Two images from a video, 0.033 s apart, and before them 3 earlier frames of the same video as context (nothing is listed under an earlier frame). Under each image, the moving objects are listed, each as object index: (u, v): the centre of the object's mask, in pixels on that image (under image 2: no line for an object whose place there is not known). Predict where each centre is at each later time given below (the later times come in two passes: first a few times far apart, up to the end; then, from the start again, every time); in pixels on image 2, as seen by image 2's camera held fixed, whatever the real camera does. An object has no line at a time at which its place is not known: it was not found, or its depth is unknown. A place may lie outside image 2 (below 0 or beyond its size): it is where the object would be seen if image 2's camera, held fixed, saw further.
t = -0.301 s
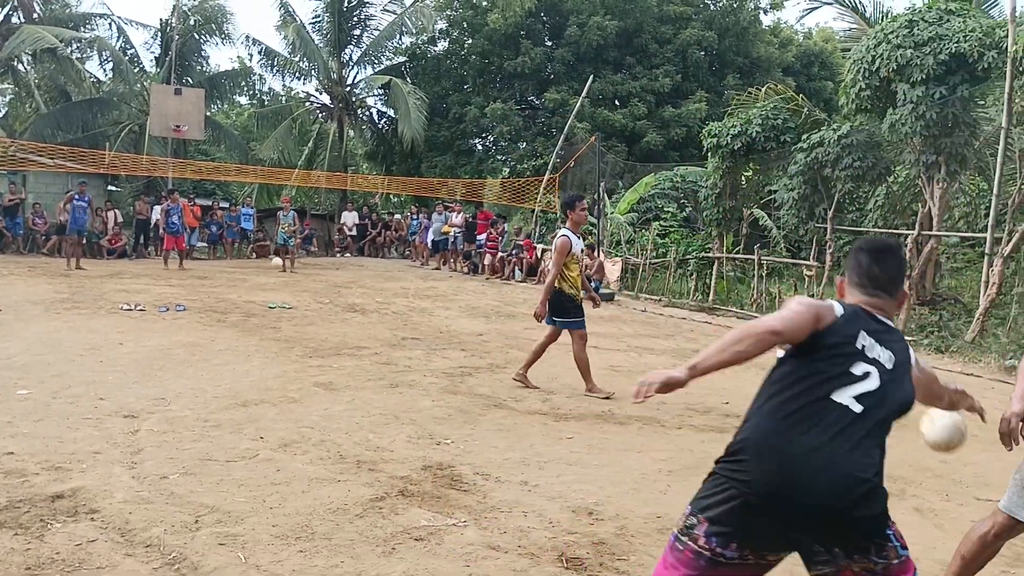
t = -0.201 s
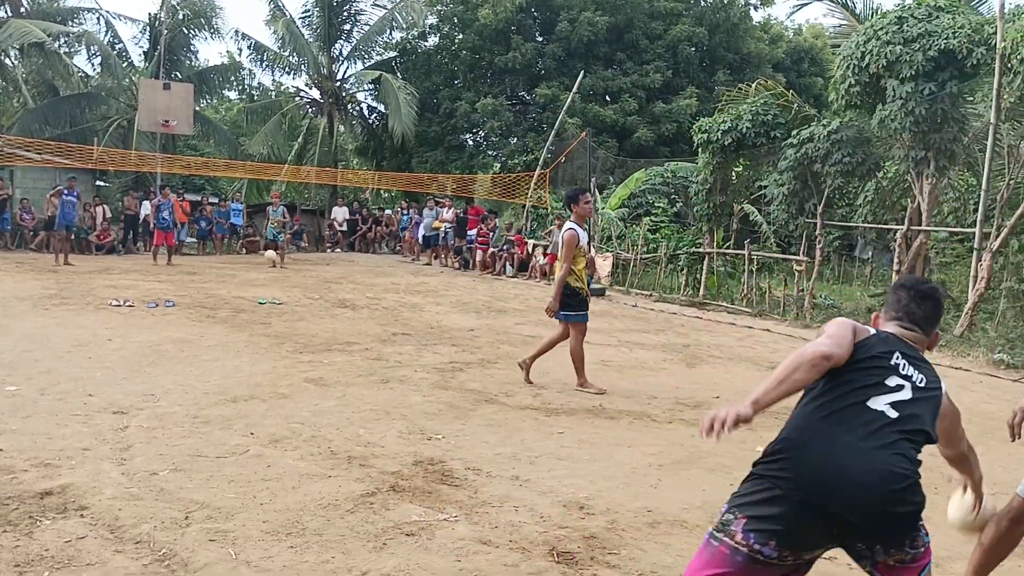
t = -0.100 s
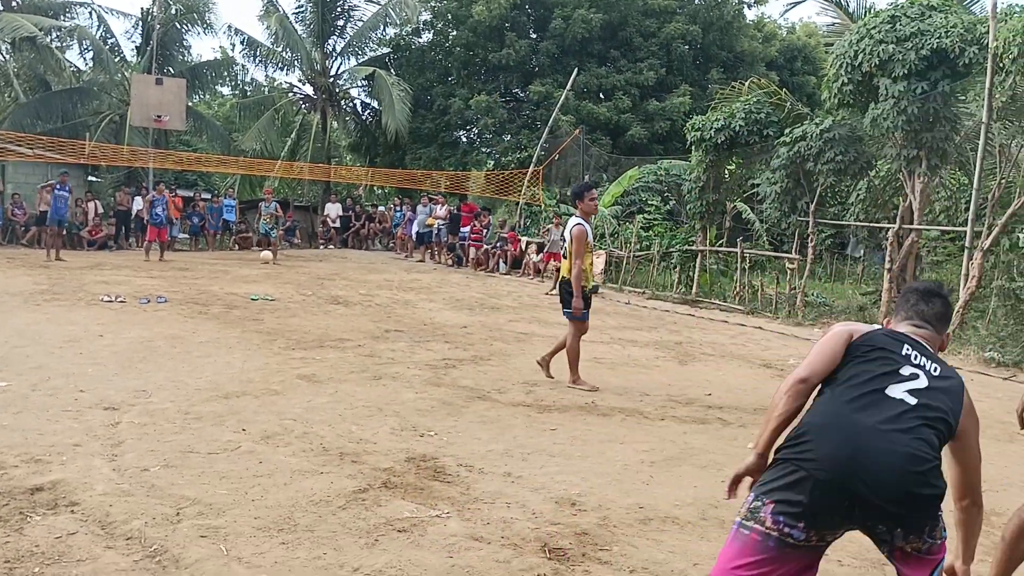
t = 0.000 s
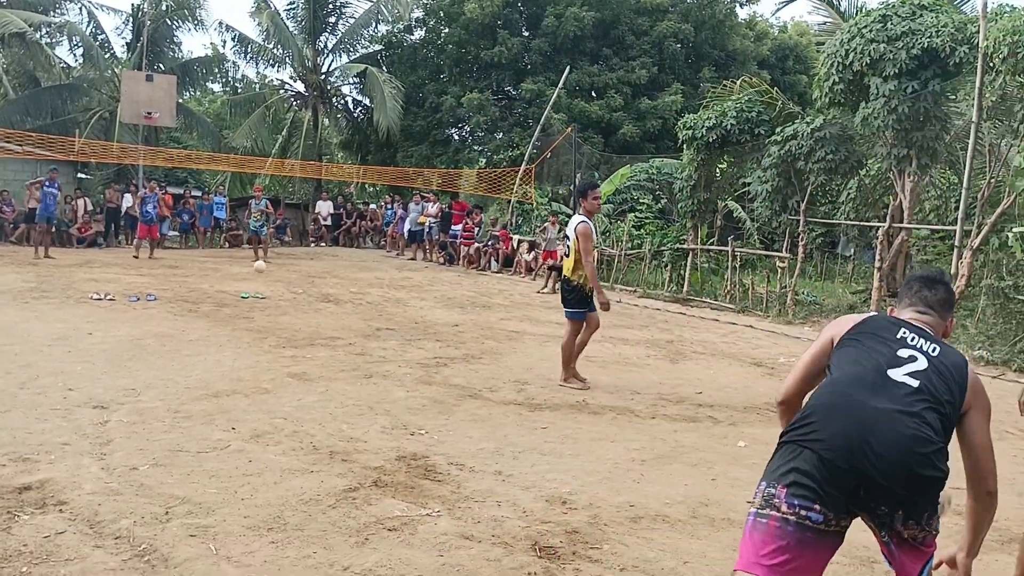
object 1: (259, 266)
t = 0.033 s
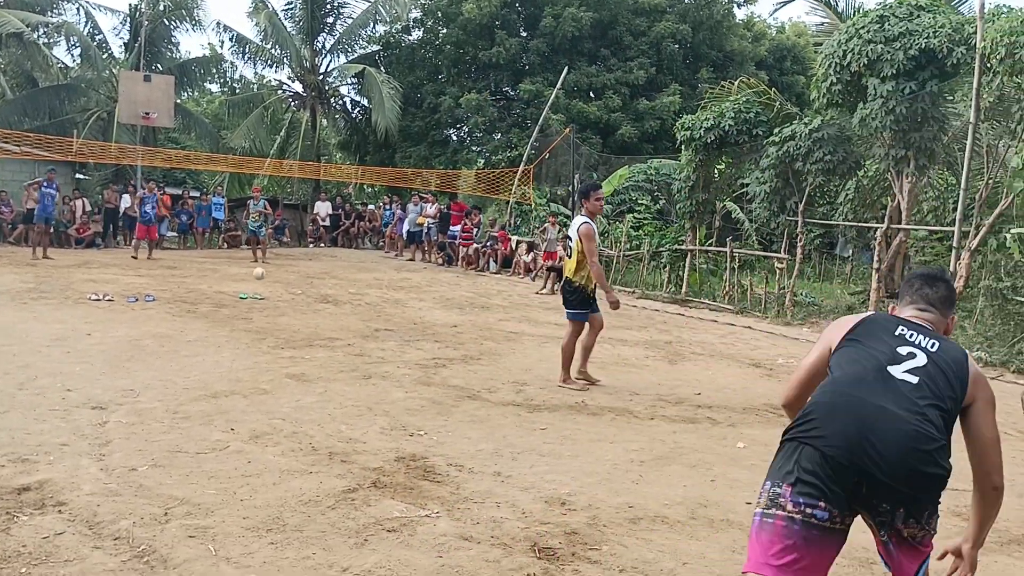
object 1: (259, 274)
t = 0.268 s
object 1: (271, 287)
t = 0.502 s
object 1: (286, 294)
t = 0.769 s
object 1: (303, 320)
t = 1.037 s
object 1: (318, 333)
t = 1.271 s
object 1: (333, 376)
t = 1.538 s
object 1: (357, 435)
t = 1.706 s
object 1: (378, 453)
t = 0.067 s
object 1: (260, 281)
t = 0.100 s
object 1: (261, 290)
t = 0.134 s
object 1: (262, 299)
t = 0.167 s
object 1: (264, 298)
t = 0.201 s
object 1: (266, 293)
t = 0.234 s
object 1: (268, 290)
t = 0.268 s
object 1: (271, 287)
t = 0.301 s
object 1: (273, 285)
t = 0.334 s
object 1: (274, 284)
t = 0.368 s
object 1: (277, 283)
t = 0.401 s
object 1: (279, 284)
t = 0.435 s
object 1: (281, 286)
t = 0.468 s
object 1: (284, 289)
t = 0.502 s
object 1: (286, 294)
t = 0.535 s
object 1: (288, 299)
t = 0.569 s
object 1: (290, 305)
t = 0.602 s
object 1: (292, 314)
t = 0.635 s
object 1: (294, 323)
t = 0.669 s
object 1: (297, 334)
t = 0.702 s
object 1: (299, 330)
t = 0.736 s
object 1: (301, 325)
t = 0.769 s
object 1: (303, 320)
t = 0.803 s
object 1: (305, 317)
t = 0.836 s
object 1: (307, 316)
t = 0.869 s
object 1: (309, 315)
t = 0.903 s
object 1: (311, 315)
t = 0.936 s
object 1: (313, 318)
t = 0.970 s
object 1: (315, 321)
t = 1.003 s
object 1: (316, 326)
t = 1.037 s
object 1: (318, 333)
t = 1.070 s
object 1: (320, 341)
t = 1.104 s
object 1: (322, 351)
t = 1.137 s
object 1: (323, 363)
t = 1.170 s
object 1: (325, 378)
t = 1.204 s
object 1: (328, 380)
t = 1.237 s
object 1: (331, 378)
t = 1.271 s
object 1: (333, 376)
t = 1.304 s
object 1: (337, 376)
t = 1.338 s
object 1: (339, 378)
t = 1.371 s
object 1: (342, 382)
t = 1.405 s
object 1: (345, 388)
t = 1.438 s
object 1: (348, 396)
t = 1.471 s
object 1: (351, 406)
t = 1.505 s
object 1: (354, 419)
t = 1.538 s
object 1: (357, 435)
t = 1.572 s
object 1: (361, 441)
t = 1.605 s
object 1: (365, 440)
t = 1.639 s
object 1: (369, 442)
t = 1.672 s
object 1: (373, 446)
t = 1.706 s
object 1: (378, 453)
